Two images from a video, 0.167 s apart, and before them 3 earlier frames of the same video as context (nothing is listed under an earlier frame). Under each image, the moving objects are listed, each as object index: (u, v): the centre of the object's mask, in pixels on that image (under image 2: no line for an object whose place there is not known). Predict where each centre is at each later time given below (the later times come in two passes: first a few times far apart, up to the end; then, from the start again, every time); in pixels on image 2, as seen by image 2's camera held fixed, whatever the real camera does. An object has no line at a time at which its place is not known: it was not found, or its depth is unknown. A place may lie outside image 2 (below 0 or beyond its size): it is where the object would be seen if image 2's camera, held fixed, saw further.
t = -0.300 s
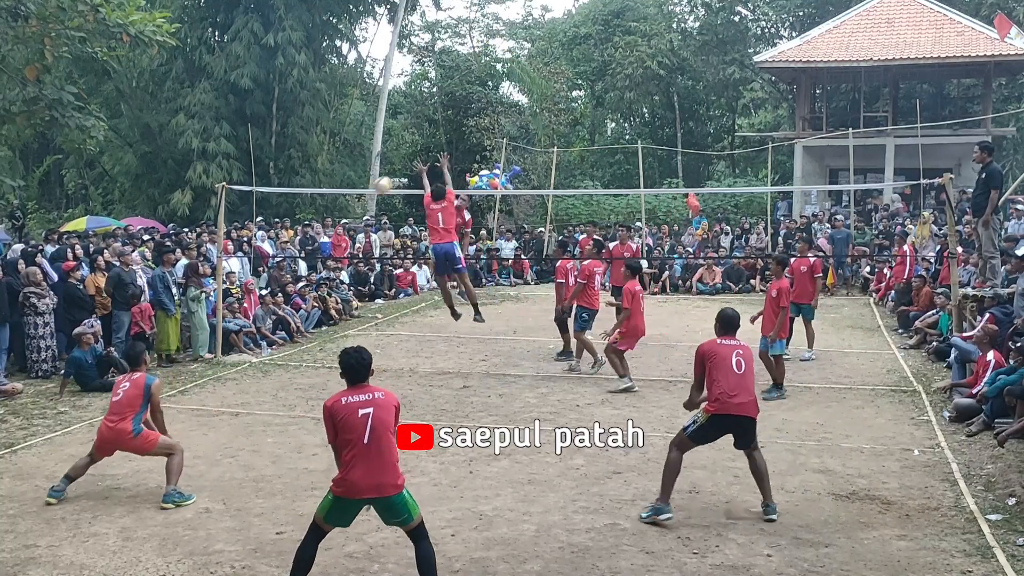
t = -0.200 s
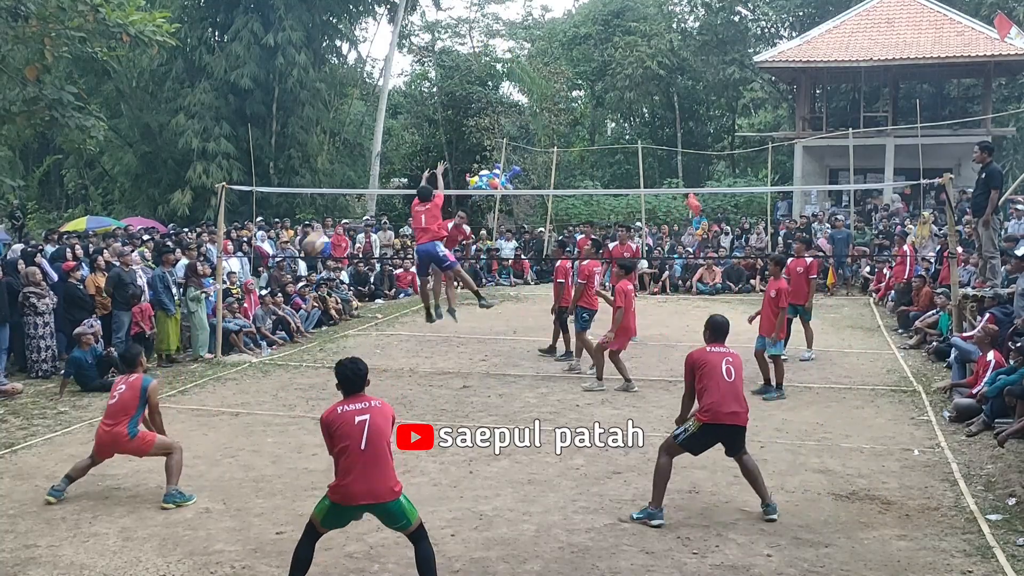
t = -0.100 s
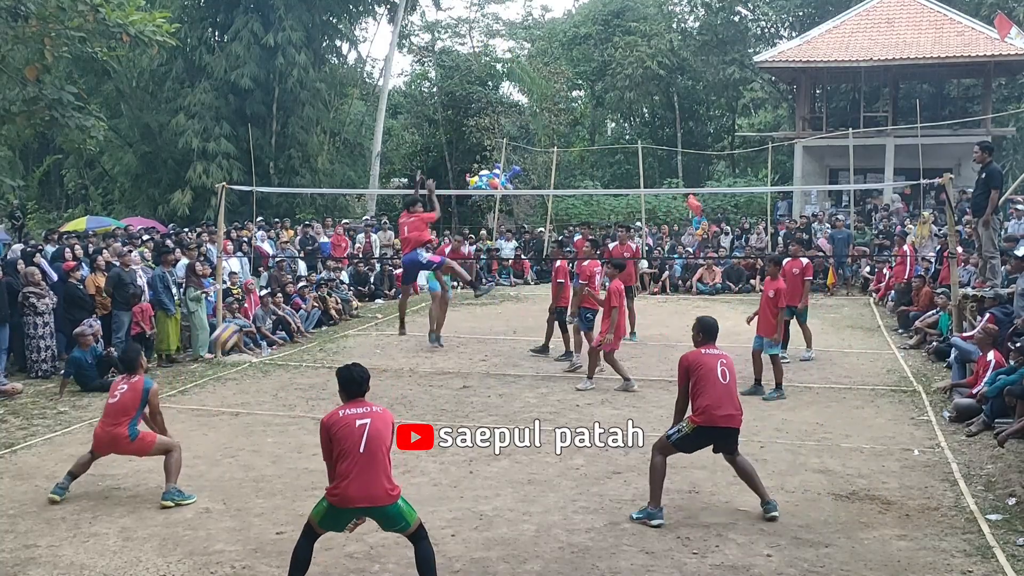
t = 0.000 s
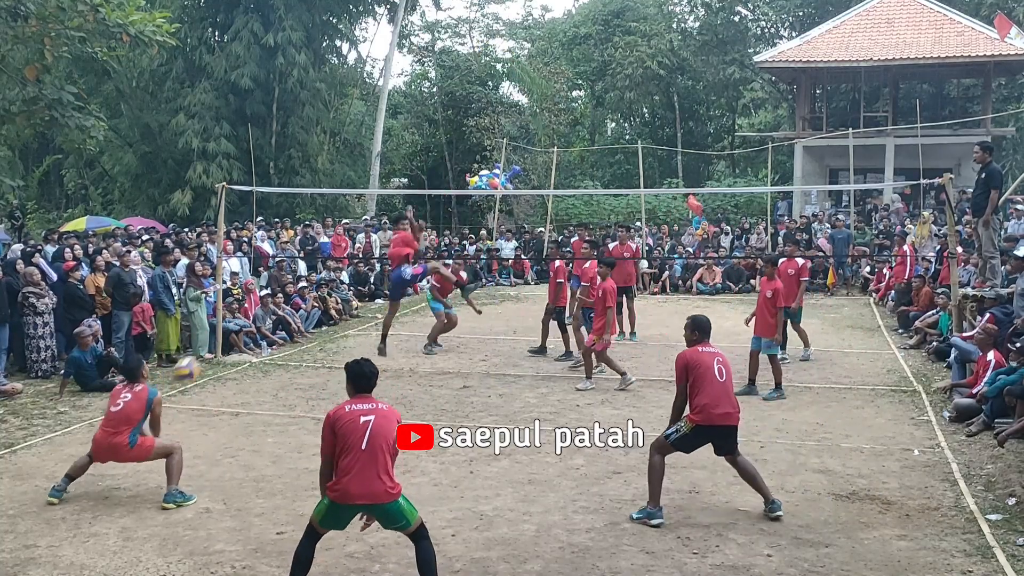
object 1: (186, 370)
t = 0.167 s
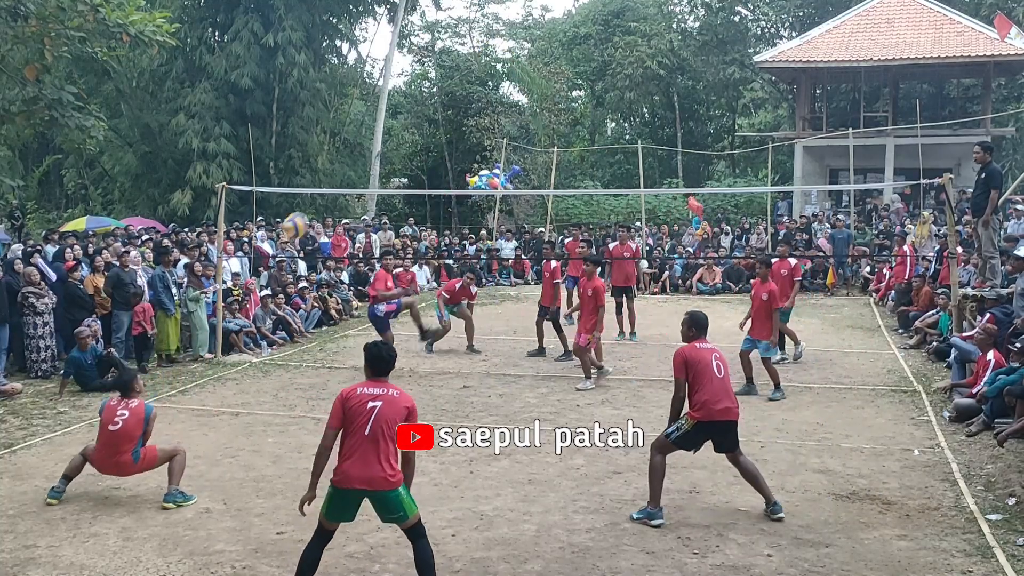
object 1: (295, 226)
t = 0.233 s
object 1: (336, 179)
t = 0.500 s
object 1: (485, 60)
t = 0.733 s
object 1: (601, 24)
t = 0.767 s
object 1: (609, 24)
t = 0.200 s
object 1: (316, 202)
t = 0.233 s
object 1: (336, 179)
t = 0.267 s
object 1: (355, 160)
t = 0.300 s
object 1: (374, 142)
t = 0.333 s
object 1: (394, 124)
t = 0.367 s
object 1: (412, 108)
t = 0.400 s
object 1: (430, 95)
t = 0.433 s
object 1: (449, 82)
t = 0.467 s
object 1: (467, 71)
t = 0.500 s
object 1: (485, 60)
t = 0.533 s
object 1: (502, 52)
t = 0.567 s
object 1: (519, 43)
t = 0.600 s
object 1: (536, 37)
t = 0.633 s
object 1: (552, 32)
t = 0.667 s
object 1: (570, 29)
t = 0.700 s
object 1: (586, 27)
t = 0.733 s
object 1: (601, 24)
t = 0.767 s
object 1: (609, 24)
